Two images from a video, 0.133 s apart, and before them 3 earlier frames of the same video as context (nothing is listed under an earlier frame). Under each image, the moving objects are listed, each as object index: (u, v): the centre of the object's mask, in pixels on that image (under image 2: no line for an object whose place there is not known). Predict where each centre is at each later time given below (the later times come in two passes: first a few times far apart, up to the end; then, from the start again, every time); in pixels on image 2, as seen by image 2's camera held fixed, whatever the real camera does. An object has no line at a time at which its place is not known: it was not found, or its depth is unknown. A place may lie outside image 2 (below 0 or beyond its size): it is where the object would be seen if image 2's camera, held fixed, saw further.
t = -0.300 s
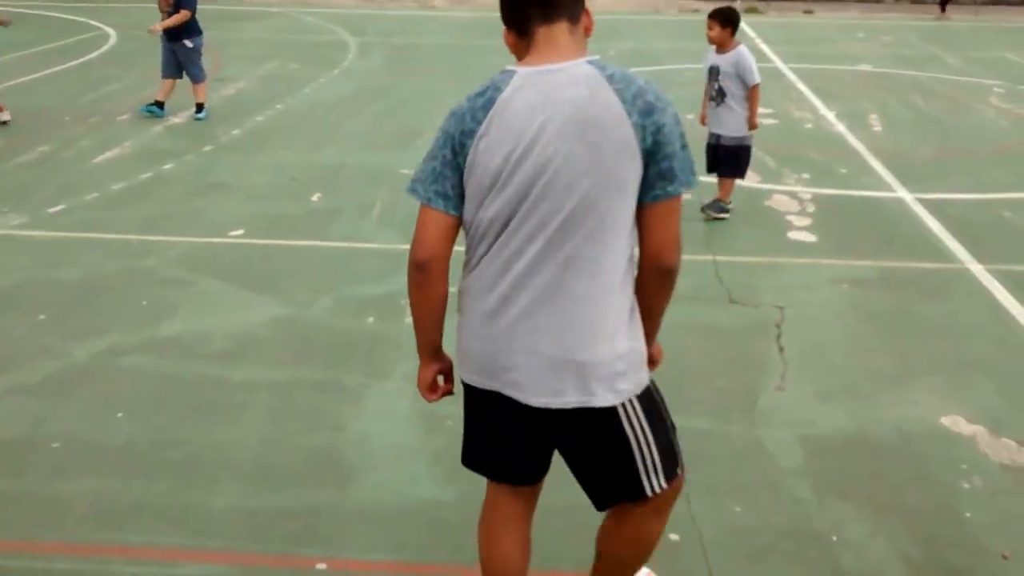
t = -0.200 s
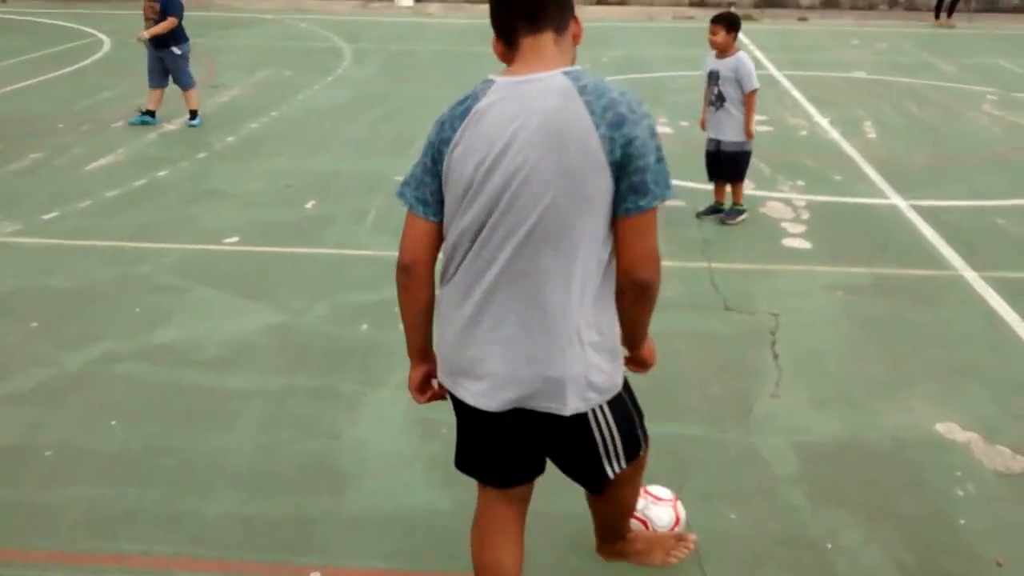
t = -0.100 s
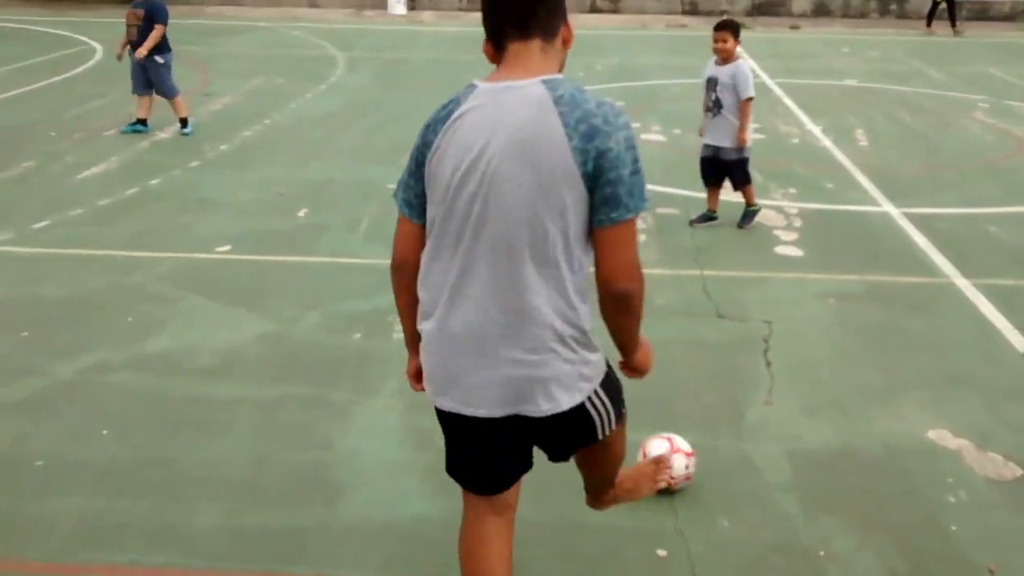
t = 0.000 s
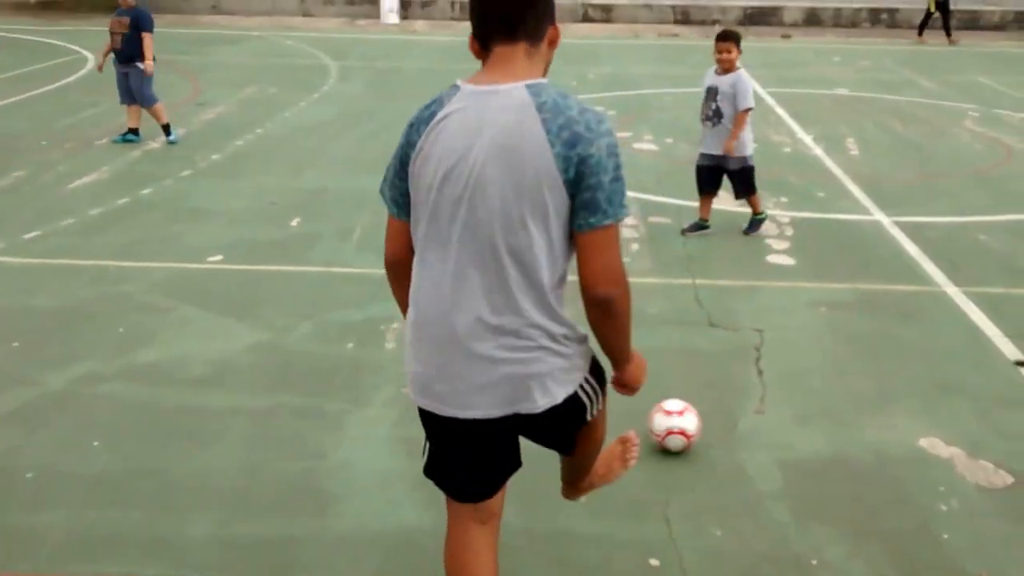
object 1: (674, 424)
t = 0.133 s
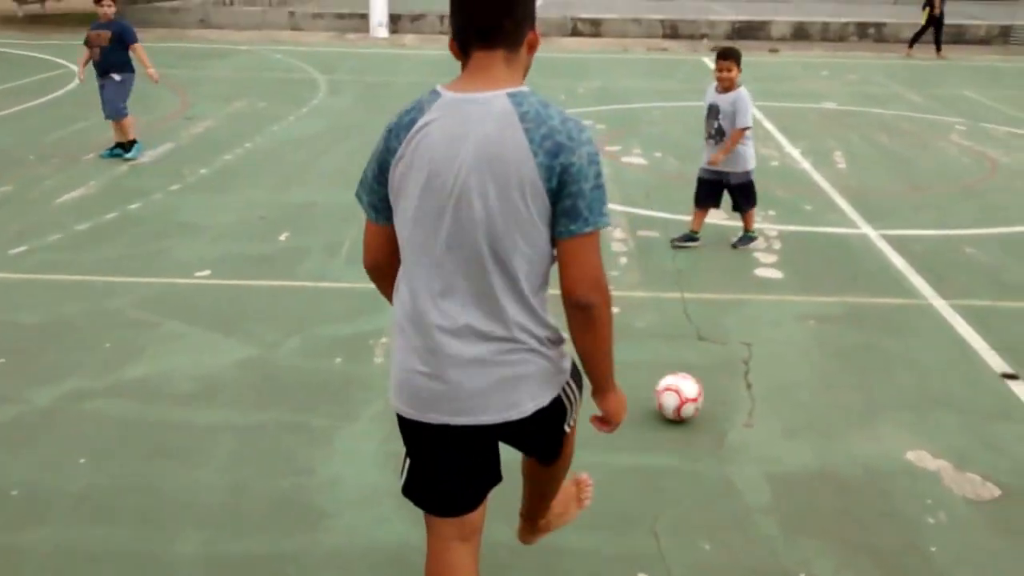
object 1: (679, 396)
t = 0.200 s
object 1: (685, 378)
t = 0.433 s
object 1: (707, 328)
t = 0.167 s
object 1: (682, 387)
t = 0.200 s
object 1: (685, 378)
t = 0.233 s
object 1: (689, 370)
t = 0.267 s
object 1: (692, 362)
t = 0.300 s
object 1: (695, 354)
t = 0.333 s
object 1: (698, 348)
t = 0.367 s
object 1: (701, 341)
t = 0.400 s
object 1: (704, 333)
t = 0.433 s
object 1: (707, 328)
